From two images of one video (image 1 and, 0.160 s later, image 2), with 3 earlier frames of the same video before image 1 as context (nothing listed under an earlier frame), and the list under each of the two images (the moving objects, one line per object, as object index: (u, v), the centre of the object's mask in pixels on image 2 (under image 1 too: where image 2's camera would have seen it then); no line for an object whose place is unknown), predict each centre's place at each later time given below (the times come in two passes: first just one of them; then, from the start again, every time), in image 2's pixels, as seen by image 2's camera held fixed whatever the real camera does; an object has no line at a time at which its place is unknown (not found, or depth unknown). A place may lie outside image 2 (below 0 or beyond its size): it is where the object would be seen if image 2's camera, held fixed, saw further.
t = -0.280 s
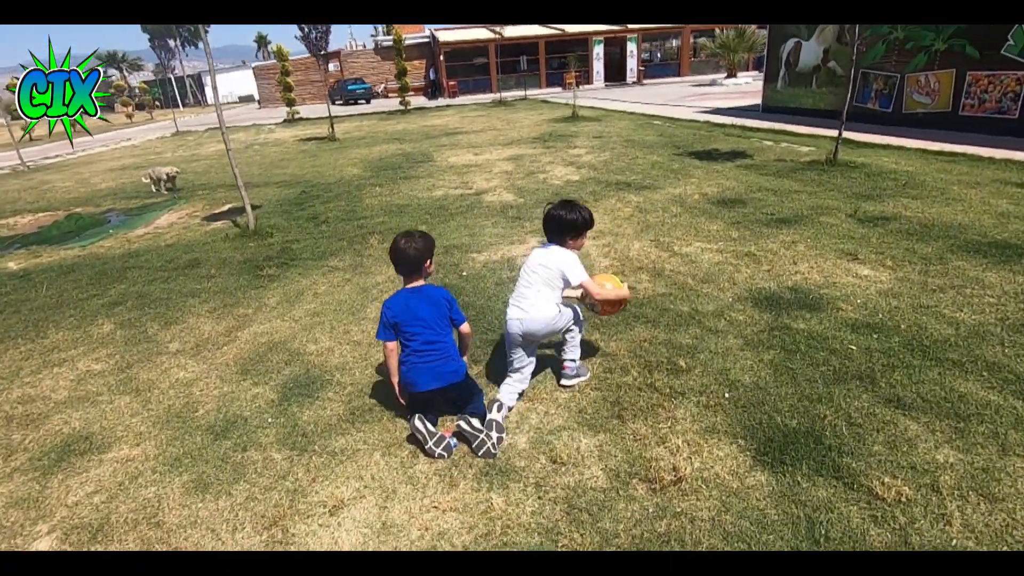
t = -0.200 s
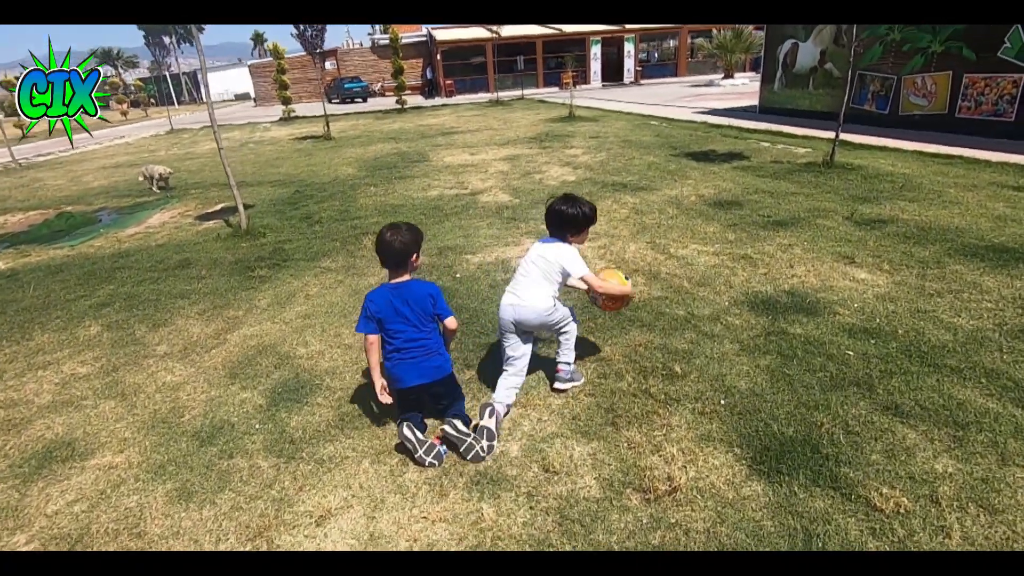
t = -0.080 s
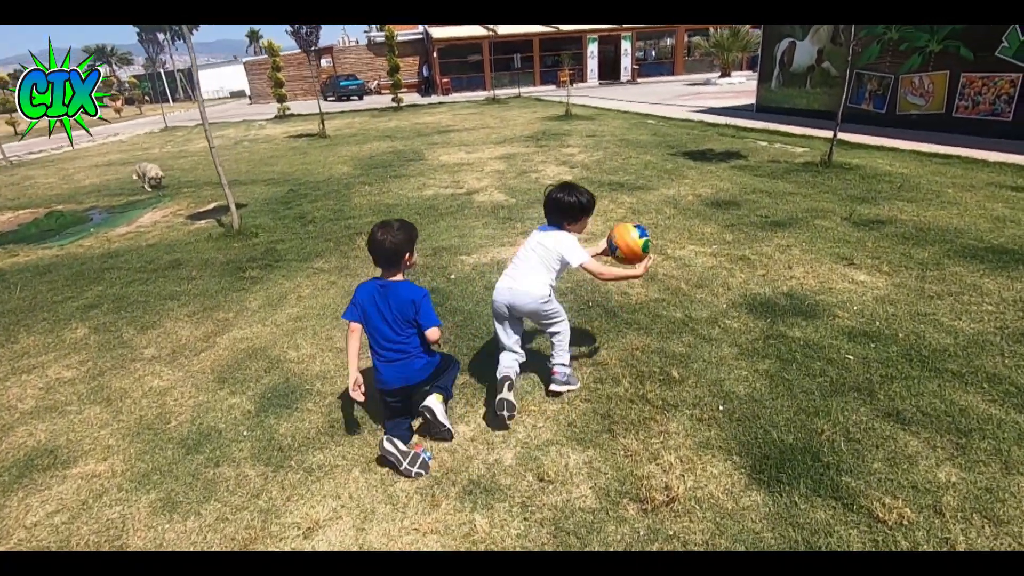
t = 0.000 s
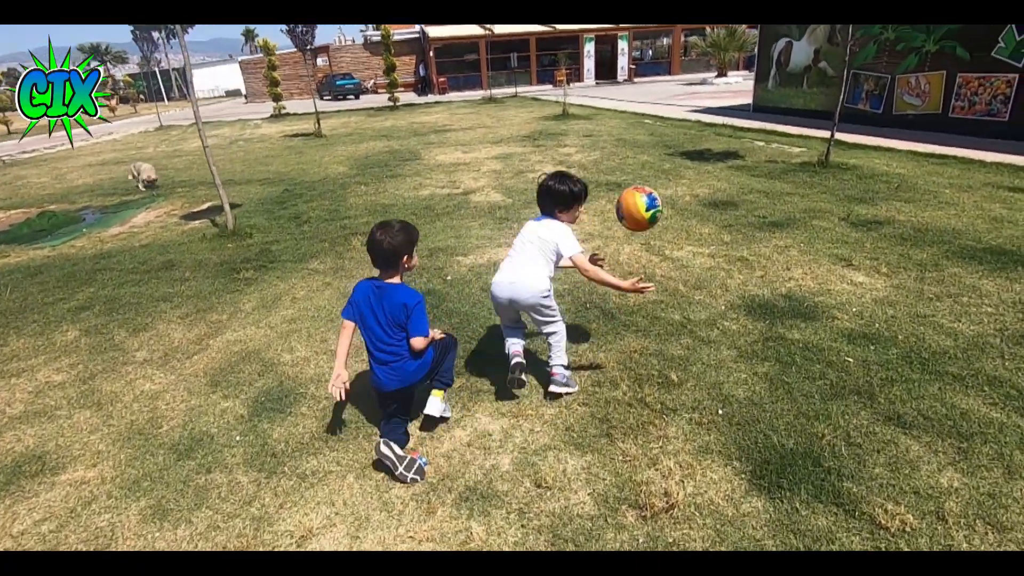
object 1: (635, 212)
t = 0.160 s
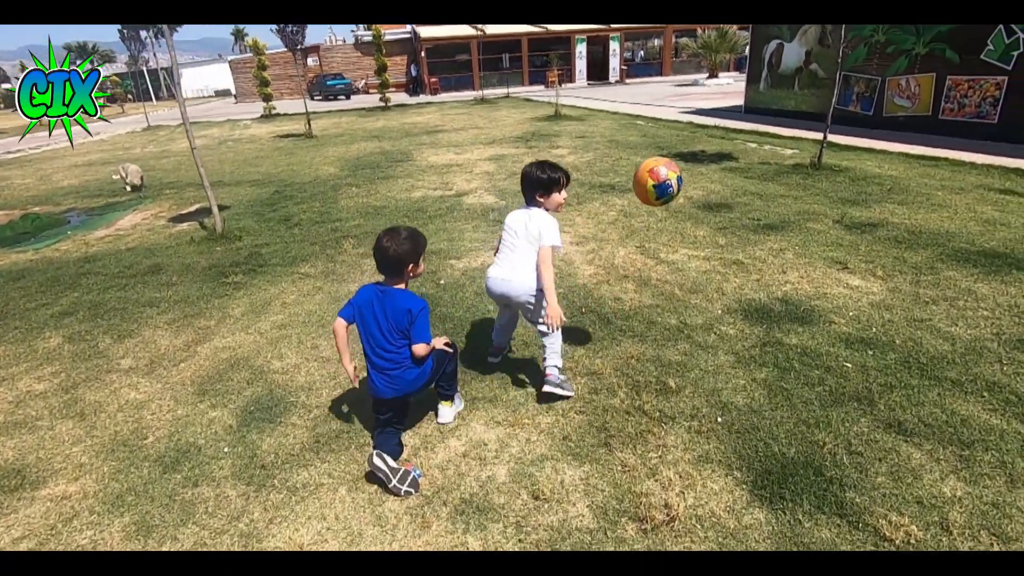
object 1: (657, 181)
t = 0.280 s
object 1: (674, 194)
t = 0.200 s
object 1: (665, 183)
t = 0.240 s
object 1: (669, 187)
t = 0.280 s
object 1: (674, 194)
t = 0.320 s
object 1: (680, 209)
